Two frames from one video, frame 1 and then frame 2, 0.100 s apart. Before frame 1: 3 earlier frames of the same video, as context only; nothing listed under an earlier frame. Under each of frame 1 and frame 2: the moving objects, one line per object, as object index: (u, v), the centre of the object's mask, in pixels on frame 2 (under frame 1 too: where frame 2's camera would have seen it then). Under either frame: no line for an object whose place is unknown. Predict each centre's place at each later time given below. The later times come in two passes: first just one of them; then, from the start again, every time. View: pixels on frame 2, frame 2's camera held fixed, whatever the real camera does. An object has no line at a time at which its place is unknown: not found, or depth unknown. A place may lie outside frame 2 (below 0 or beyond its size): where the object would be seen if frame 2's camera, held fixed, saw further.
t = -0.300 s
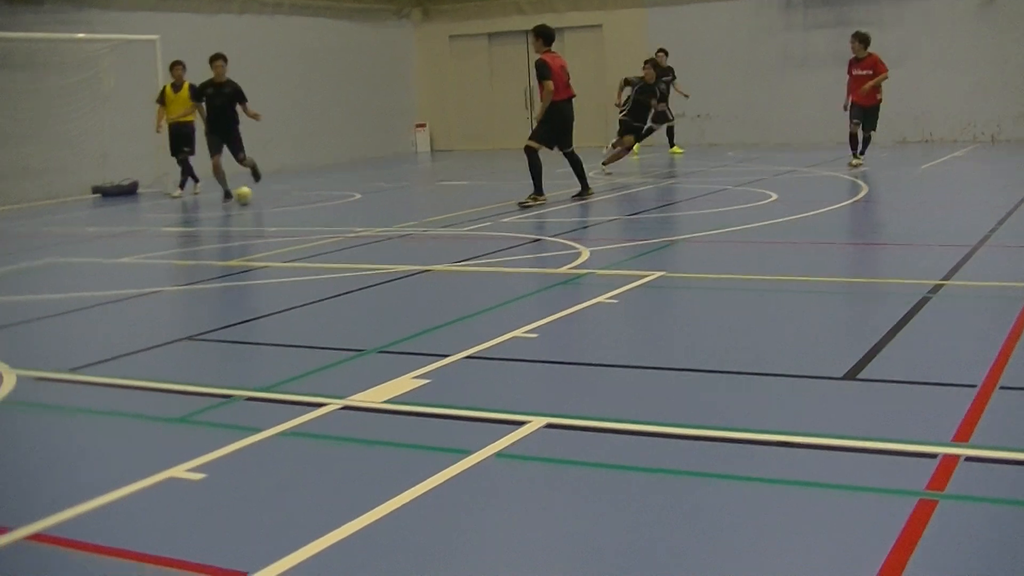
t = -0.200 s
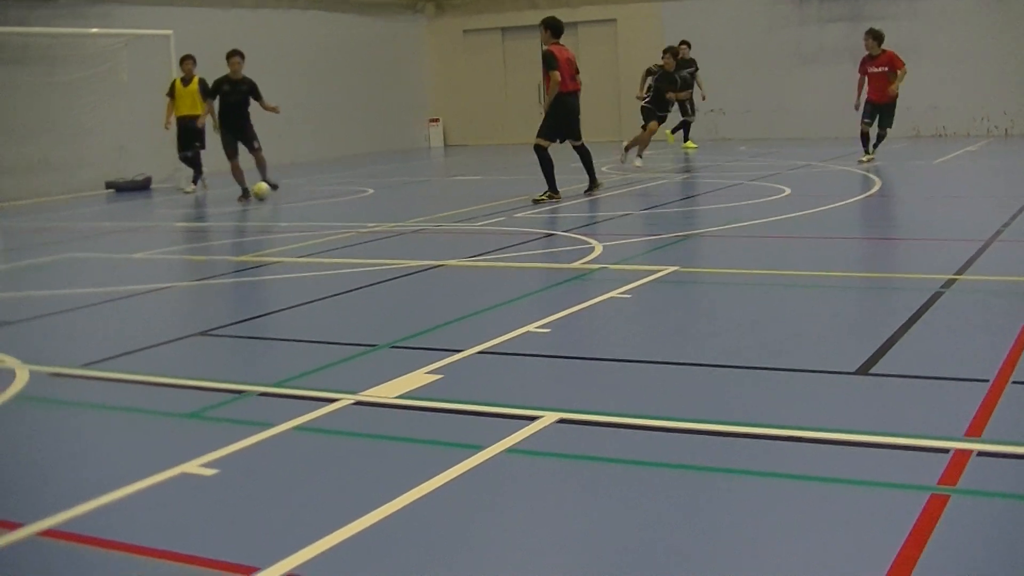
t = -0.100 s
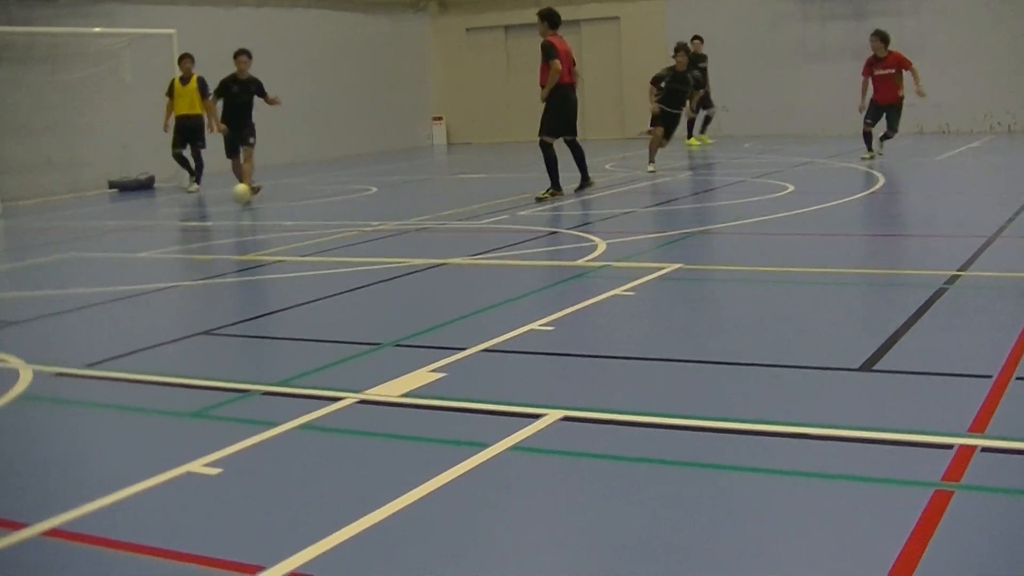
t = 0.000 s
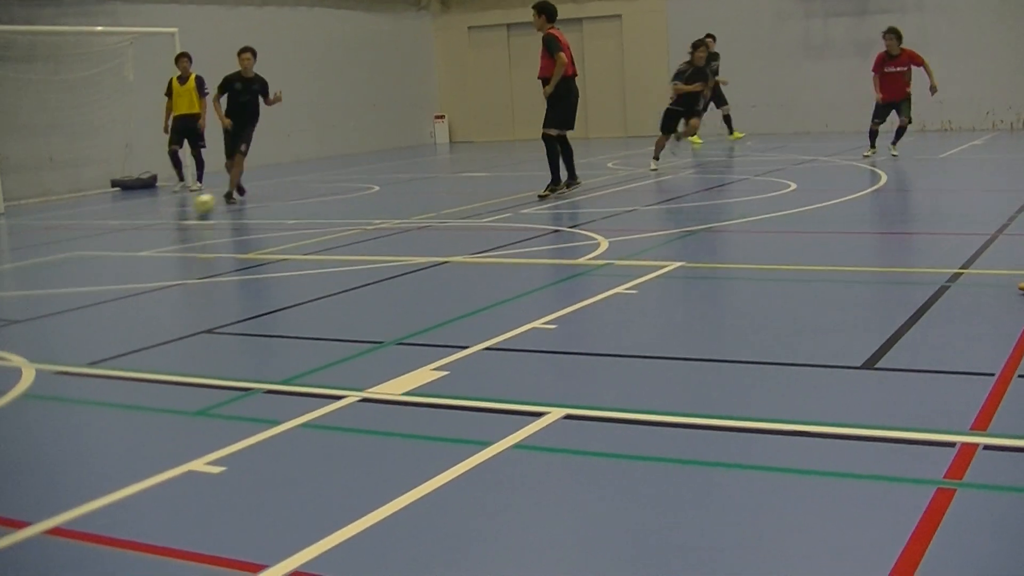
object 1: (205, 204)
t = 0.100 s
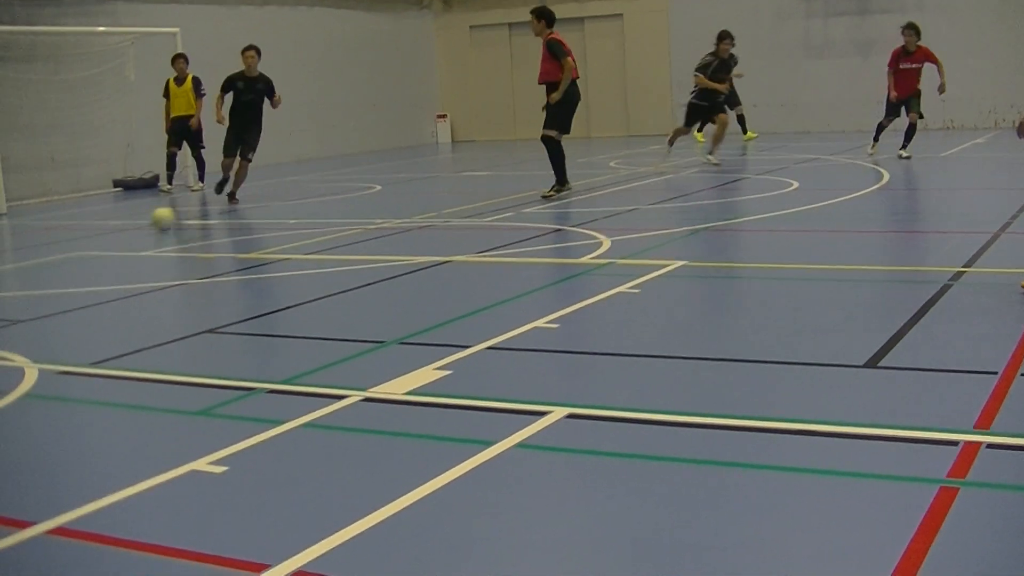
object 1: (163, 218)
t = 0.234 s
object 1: (96, 240)
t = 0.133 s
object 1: (146, 224)
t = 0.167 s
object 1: (129, 229)
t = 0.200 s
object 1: (112, 233)
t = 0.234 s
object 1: (96, 240)
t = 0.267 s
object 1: (78, 245)
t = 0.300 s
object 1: (60, 250)
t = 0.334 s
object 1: (38, 258)
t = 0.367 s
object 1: (21, 262)
